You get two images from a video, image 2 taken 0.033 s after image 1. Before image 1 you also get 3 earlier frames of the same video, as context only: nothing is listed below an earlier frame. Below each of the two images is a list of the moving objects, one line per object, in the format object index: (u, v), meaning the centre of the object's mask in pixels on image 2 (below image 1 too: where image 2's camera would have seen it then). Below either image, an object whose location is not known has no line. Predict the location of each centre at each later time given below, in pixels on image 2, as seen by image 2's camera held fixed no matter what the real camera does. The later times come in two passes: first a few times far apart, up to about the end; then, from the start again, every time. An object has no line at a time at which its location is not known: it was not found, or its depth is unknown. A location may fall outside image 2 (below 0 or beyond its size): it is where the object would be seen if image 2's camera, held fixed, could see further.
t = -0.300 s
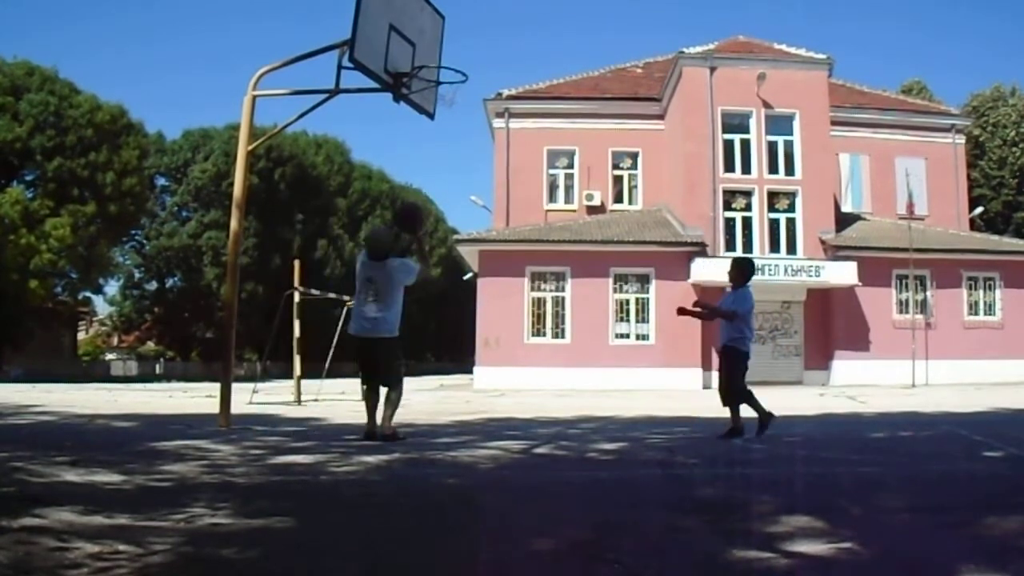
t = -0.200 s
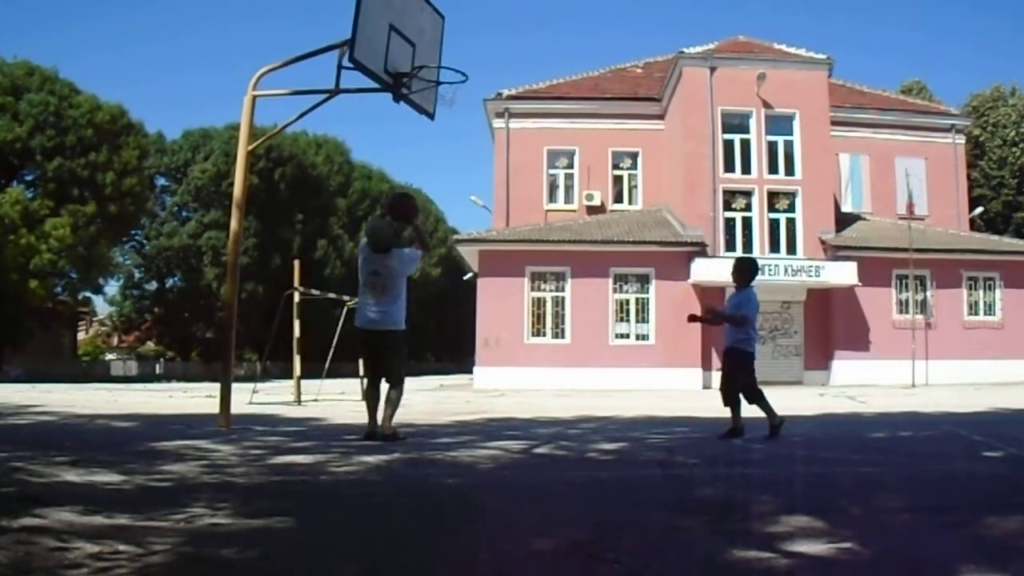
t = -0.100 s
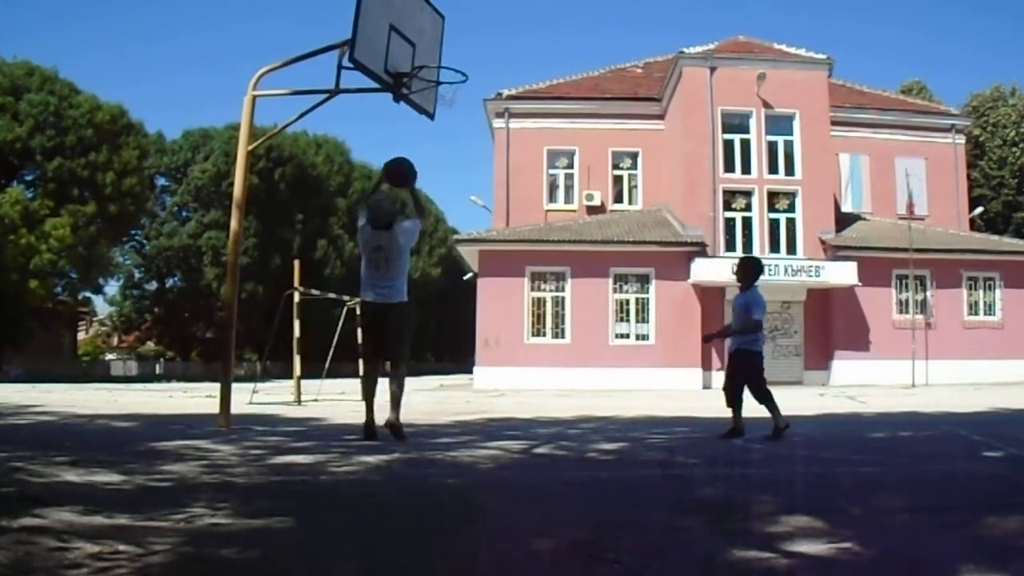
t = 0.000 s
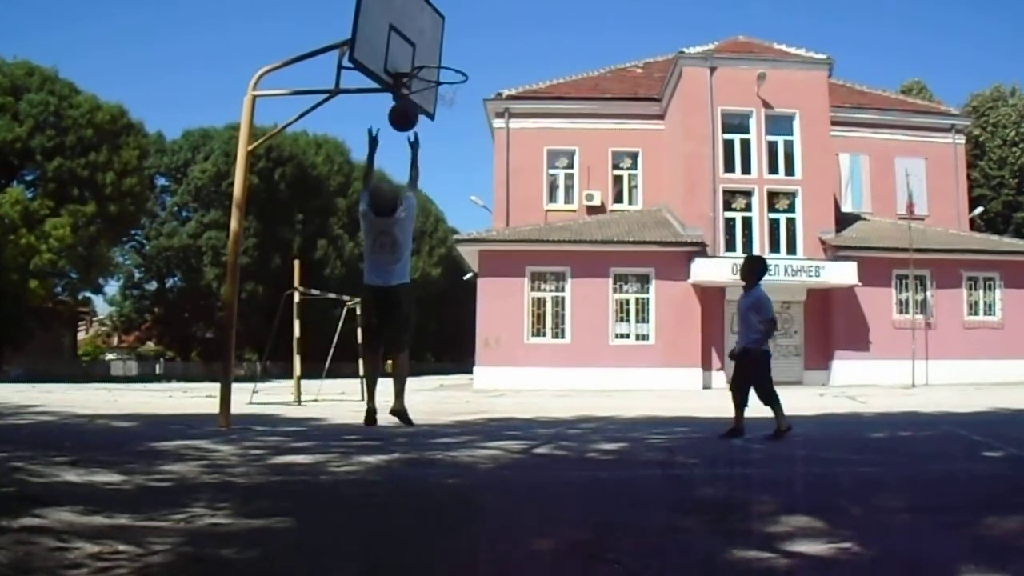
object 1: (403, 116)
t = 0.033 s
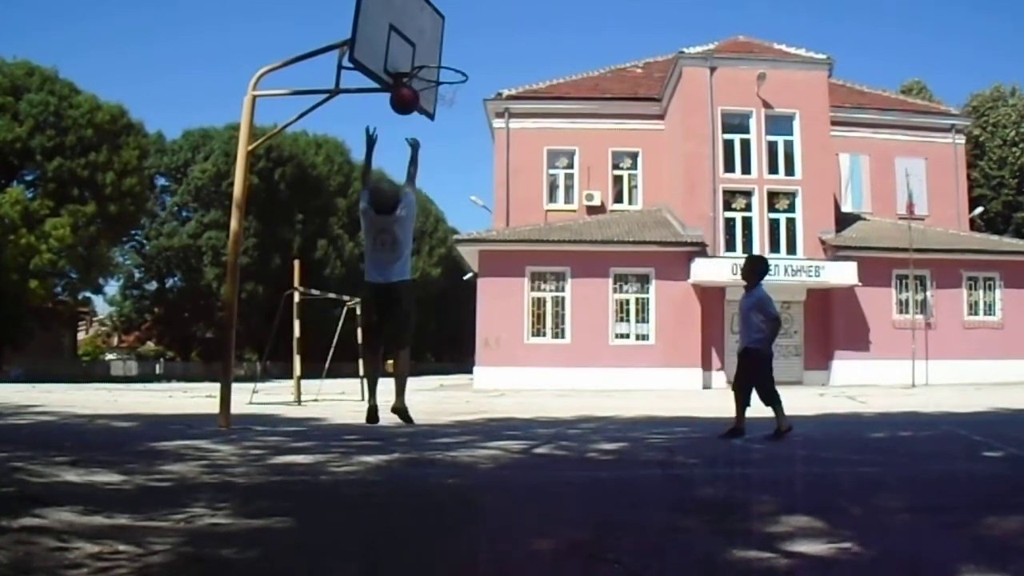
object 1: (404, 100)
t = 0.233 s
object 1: (410, 35)
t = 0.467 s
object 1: (420, 21)
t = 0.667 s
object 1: (438, 53)
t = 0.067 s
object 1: (405, 85)
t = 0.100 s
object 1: (406, 73)
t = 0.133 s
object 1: (408, 61)
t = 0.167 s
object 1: (409, 51)
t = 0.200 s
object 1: (409, 42)
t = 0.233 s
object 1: (410, 35)
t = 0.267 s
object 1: (411, 30)
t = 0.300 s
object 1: (411, 25)
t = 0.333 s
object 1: (412, 22)
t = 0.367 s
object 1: (412, 20)
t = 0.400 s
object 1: (413, 19)
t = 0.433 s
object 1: (417, 20)
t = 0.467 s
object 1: (420, 21)
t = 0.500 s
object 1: (423, 24)
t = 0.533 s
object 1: (426, 27)
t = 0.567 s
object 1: (429, 32)
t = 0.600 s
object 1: (432, 38)
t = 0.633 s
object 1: (435, 45)
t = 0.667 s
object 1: (438, 53)
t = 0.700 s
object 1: (440, 63)
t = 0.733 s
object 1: (442, 69)
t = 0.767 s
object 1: (445, 65)
